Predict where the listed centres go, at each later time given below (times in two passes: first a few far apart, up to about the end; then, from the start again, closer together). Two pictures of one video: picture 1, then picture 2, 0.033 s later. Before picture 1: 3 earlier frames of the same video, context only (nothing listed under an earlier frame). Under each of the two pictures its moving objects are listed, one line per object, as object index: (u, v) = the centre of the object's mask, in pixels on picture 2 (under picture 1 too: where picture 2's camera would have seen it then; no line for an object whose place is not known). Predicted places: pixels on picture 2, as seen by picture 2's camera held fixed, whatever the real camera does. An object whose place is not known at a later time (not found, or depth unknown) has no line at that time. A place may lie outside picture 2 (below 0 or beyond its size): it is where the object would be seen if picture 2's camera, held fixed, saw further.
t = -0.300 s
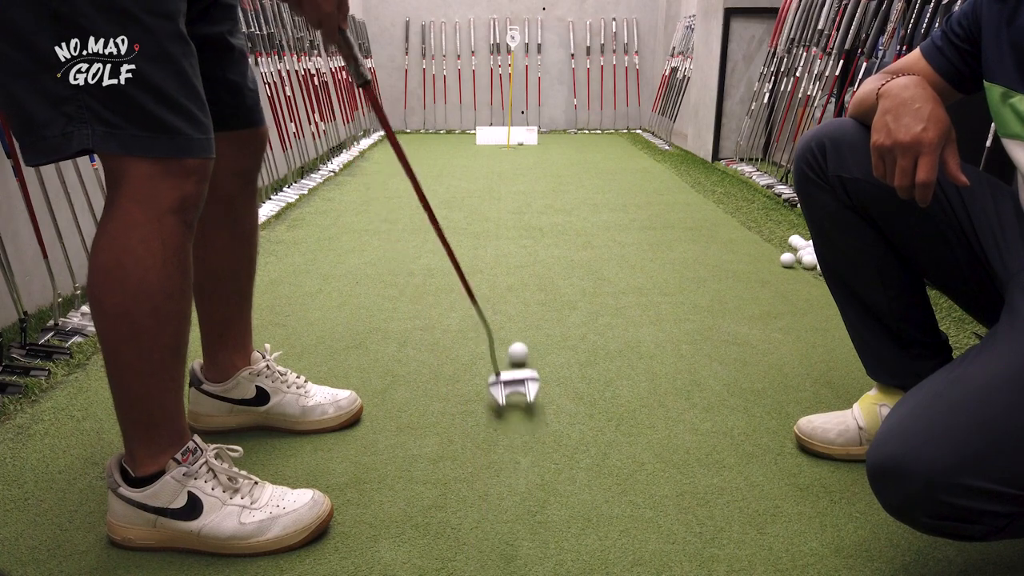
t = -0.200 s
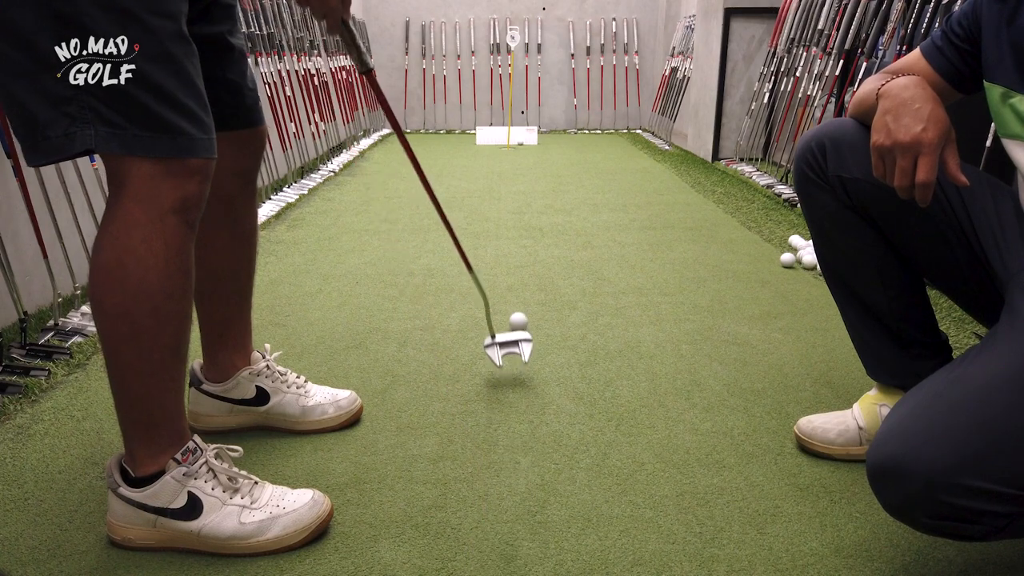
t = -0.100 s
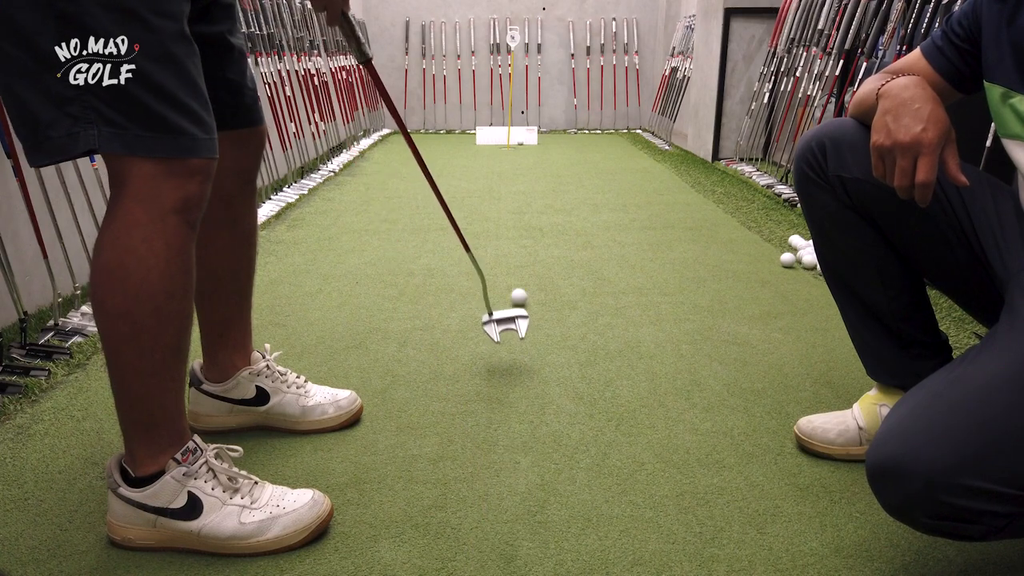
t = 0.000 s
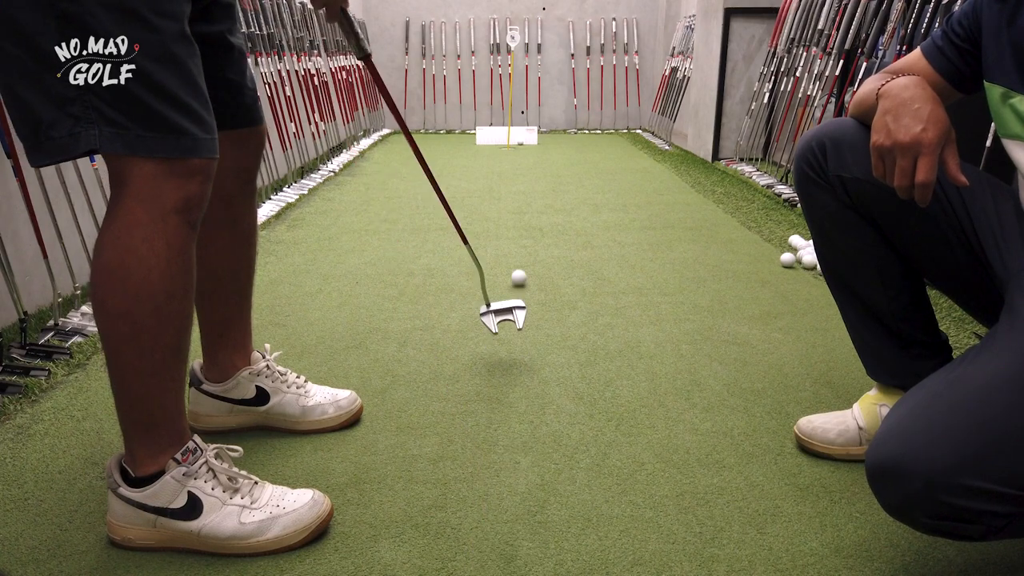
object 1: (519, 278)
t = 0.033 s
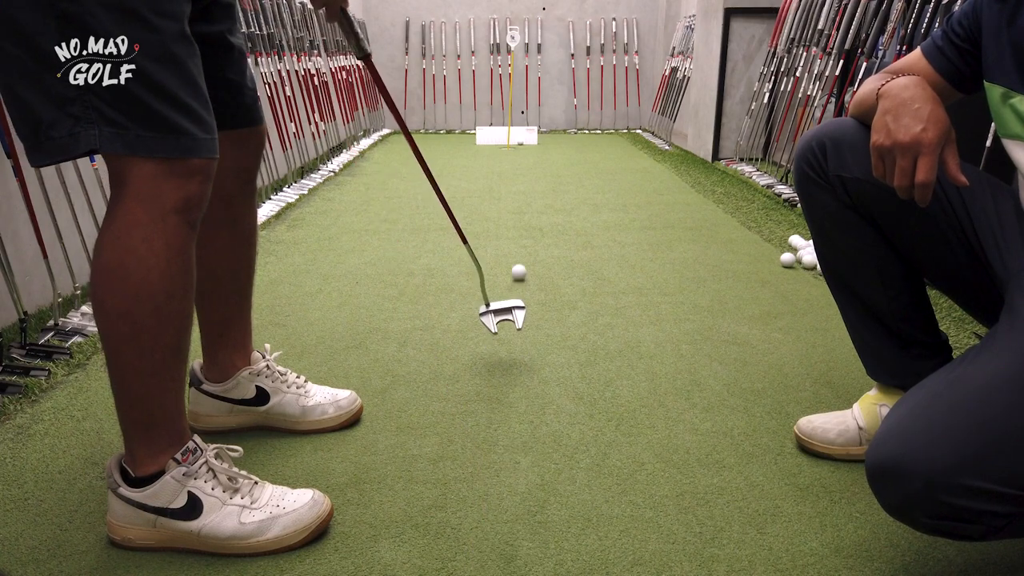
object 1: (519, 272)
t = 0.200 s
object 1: (518, 247)
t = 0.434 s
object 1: (516, 222)
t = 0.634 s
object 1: (515, 206)
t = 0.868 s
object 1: (512, 191)
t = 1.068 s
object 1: (510, 181)
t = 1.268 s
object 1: (508, 172)
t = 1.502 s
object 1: (507, 164)
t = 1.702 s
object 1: (506, 158)
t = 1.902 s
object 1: (505, 153)
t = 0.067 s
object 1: (518, 267)
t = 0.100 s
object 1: (518, 261)
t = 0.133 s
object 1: (518, 257)
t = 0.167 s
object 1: (518, 252)
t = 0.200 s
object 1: (518, 247)
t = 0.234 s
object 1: (518, 243)
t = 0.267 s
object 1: (518, 239)
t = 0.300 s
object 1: (517, 235)
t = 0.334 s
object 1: (517, 232)
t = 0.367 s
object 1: (517, 229)
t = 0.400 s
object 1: (517, 225)
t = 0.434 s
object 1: (516, 222)
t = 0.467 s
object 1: (516, 219)
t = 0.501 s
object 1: (516, 216)
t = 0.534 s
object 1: (515, 214)
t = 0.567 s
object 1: (515, 211)
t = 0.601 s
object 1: (515, 209)
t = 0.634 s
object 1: (515, 206)
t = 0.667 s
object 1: (514, 204)
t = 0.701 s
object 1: (514, 202)
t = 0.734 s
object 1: (514, 199)
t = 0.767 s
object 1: (513, 197)
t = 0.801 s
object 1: (513, 195)
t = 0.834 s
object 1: (513, 193)
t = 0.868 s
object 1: (512, 191)
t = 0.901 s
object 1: (512, 189)
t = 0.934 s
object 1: (512, 187)
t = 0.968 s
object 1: (511, 186)
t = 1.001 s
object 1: (511, 184)
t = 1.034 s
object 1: (511, 182)
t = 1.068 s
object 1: (510, 181)
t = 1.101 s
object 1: (510, 179)
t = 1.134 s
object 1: (510, 178)
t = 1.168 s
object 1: (509, 176)
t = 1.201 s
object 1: (509, 175)
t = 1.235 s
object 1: (509, 173)
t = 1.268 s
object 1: (508, 172)
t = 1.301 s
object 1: (508, 171)
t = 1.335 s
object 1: (508, 169)
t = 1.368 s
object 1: (508, 168)
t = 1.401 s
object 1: (507, 167)
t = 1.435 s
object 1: (507, 166)
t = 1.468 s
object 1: (507, 165)
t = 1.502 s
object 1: (507, 164)
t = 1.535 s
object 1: (507, 162)
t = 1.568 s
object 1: (507, 162)
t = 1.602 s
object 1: (506, 161)
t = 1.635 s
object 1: (506, 160)
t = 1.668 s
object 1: (506, 159)
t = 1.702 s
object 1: (506, 158)
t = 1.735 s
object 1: (505, 157)
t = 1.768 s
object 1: (505, 156)
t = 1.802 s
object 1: (505, 155)
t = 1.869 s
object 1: (505, 154)
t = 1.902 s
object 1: (505, 153)
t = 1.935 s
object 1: (505, 152)
